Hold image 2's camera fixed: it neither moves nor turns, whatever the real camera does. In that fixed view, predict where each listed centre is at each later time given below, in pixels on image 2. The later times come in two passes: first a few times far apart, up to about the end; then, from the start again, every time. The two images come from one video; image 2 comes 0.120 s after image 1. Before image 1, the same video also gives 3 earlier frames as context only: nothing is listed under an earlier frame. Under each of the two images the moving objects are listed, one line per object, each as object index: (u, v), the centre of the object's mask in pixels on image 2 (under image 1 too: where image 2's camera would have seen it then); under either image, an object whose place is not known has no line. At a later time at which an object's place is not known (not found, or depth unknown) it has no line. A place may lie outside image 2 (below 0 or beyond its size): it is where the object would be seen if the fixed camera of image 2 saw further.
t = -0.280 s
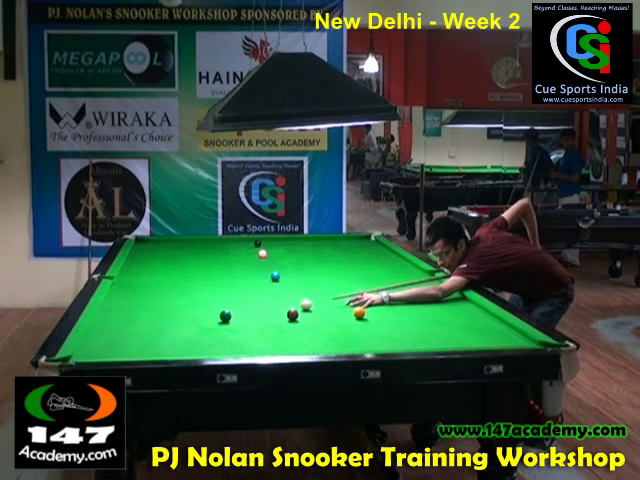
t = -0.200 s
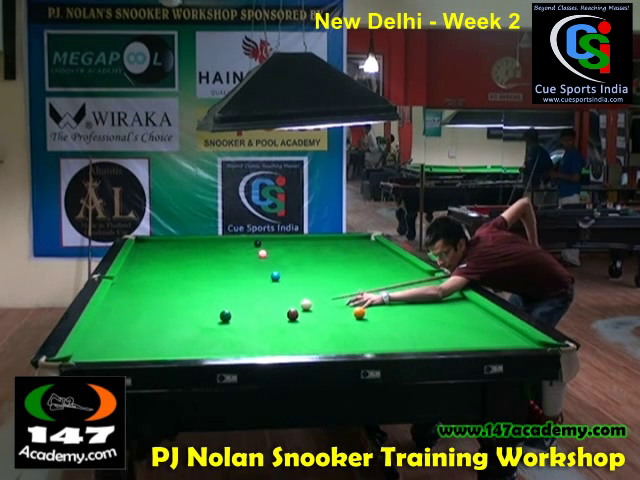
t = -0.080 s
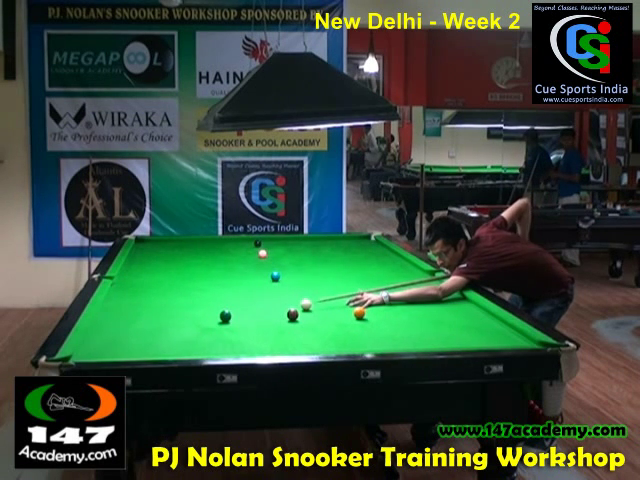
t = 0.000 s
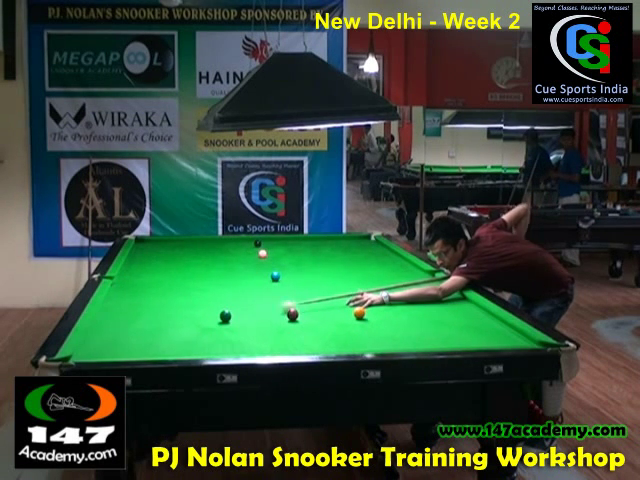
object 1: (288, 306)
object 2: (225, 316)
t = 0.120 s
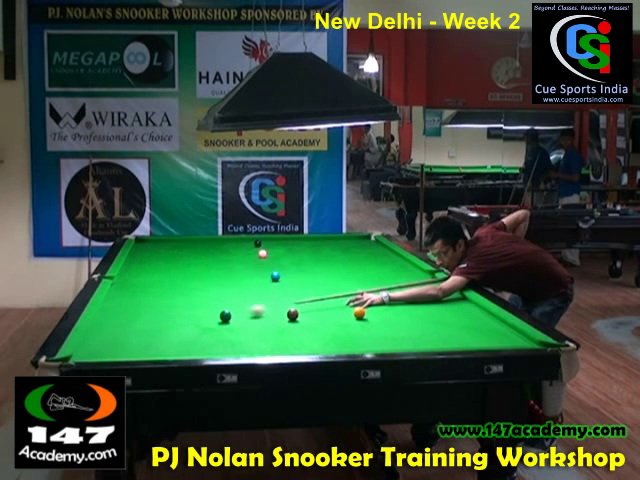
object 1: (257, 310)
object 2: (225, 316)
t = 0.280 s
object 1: (225, 312)
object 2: (216, 319)
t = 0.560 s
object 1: (184, 313)
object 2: (182, 328)
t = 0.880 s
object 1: (139, 312)
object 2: (143, 340)
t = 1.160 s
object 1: (103, 312)
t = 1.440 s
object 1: (126, 311)
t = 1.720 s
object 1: (147, 310)
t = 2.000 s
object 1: (167, 308)
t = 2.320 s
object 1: (188, 307)
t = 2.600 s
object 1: (205, 306)
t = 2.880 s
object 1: (220, 305)
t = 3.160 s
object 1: (234, 305)
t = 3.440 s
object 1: (246, 304)
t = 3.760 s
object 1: (258, 303)
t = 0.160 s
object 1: (247, 312)
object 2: (225, 316)
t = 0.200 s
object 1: (237, 313)
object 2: (225, 316)
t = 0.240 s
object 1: (229, 312)
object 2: (221, 318)
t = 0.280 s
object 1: (225, 312)
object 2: (216, 319)
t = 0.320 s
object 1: (219, 312)
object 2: (210, 320)
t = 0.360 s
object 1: (214, 312)
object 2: (205, 322)
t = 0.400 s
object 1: (208, 312)
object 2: (200, 323)
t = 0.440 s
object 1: (202, 312)
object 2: (196, 324)
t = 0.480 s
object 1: (196, 312)
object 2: (191, 326)
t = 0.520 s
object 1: (190, 313)
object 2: (187, 327)
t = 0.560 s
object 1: (184, 313)
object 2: (182, 328)
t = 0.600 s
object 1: (178, 313)
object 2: (177, 329)
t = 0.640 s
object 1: (173, 312)
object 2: (172, 331)
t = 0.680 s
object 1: (167, 312)
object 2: (168, 333)
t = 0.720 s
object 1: (161, 313)
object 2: (163, 334)
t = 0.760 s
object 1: (156, 312)
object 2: (158, 336)
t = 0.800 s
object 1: (150, 312)
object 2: (153, 337)
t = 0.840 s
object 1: (145, 312)
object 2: (148, 339)
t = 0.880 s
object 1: (139, 312)
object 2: (143, 340)
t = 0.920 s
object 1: (134, 312)
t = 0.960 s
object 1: (128, 312)
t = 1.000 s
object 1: (123, 312)
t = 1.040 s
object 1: (118, 312)
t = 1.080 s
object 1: (113, 312)
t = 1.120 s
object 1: (108, 312)
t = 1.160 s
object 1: (103, 312)
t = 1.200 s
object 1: (105, 312)
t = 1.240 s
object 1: (109, 312)
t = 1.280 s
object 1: (113, 311)
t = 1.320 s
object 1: (116, 311)
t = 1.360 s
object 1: (119, 311)
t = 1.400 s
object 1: (123, 311)
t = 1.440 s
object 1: (126, 311)
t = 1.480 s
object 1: (129, 310)
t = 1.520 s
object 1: (132, 310)
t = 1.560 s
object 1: (135, 310)
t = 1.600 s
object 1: (138, 310)
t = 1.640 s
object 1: (141, 310)
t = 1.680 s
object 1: (144, 309)
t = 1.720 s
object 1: (147, 310)
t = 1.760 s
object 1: (150, 309)
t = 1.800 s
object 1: (153, 309)
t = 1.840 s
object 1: (156, 309)
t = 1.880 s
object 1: (159, 309)
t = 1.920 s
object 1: (162, 309)
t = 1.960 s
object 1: (165, 309)
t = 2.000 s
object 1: (167, 308)
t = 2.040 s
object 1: (170, 308)
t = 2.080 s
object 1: (173, 308)
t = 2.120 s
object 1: (176, 308)
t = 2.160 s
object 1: (178, 308)
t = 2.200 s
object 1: (181, 308)
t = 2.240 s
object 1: (183, 307)
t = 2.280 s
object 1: (186, 307)
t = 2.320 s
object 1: (188, 307)
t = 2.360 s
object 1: (191, 307)
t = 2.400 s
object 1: (194, 307)
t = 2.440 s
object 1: (196, 307)
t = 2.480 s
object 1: (198, 307)
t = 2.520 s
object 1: (200, 307)
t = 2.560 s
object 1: (203, 306)
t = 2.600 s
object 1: (205, 306)
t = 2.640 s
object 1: (207, 306)
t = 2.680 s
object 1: (210, 306)
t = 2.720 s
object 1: (212, 306)
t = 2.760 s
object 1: (214, 306)
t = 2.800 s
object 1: (216, 306)
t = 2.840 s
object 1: (218, 306)
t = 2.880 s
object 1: (220, 305)
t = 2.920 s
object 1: (222, 305)
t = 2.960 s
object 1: (224, 305)
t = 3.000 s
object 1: (227, 305)
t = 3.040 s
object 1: (228, 305)
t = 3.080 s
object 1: (230, 305)
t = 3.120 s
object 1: (232, 305)
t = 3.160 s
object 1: (234, 305)
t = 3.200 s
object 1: (236, 305)
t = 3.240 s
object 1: (238, 305)
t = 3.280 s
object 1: (239, 304)
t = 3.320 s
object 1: (241, 304)
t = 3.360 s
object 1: (243, 304)
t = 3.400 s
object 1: (244, 304)
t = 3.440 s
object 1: (246, 304)
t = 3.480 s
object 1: (248, 304)
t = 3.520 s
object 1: (249, 303)
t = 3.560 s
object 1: (251, 303)
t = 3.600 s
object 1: (252, 303)
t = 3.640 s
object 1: (254, 303)
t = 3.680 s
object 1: (255, 303)
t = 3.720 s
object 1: (257, 303)
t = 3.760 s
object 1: (258, 303)
